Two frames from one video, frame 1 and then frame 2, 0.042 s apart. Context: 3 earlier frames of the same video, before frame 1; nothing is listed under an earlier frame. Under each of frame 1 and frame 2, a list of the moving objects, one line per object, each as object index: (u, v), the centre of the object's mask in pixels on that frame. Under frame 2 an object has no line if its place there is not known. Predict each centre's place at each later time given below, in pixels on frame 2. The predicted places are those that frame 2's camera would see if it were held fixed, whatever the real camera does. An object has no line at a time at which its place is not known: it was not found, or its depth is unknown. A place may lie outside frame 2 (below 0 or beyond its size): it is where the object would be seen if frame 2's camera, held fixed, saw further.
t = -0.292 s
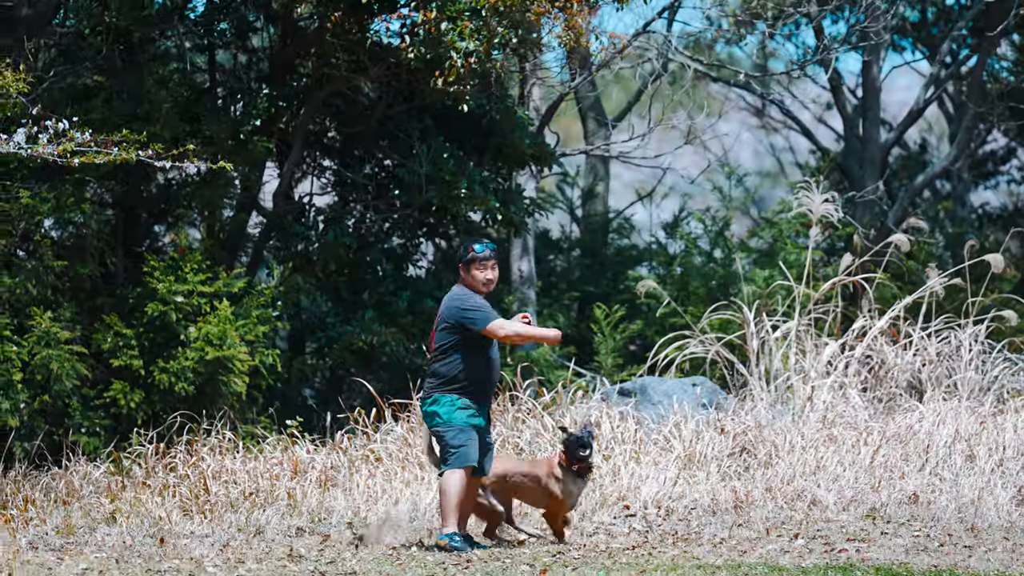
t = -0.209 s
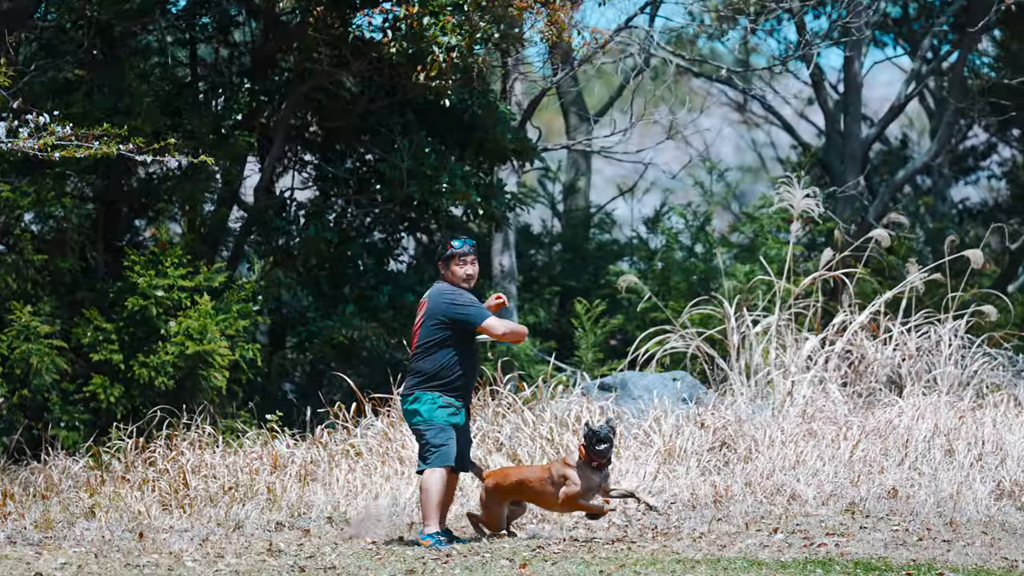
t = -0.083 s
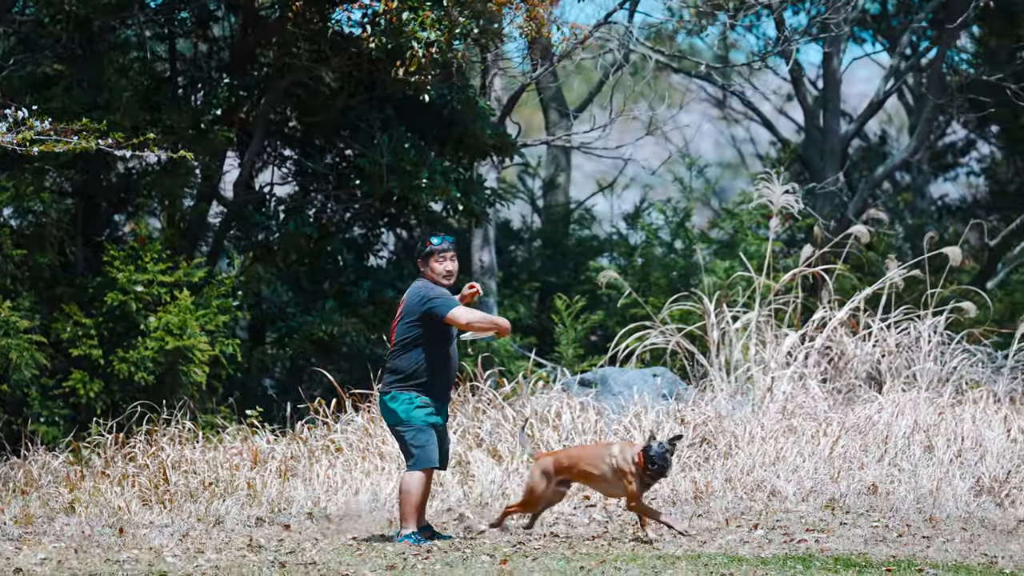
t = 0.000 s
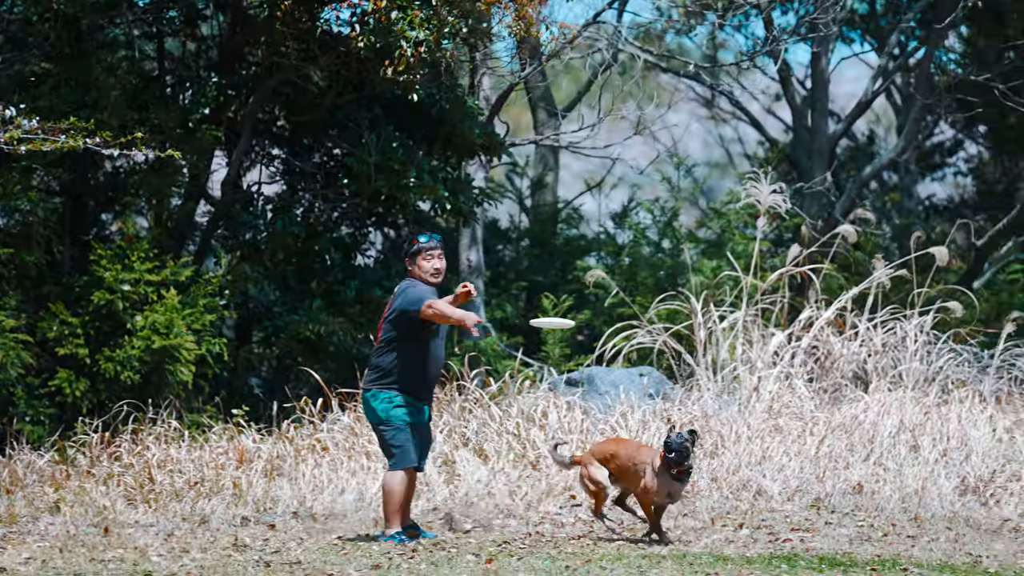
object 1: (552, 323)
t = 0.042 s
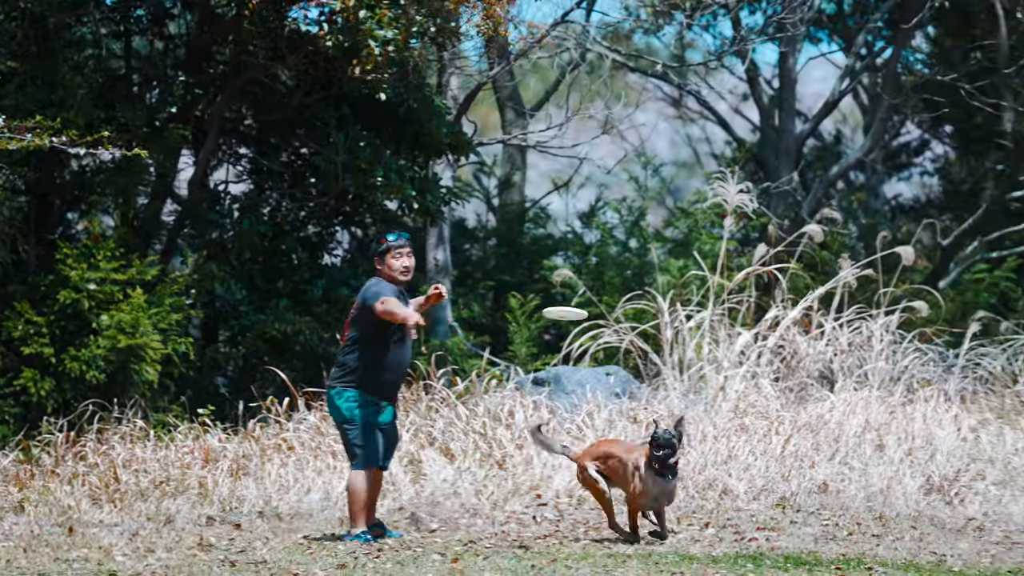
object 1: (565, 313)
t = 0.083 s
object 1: (612, 305)
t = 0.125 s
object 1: (661, 297)
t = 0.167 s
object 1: (708, 289)
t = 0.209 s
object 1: (756, 282)
